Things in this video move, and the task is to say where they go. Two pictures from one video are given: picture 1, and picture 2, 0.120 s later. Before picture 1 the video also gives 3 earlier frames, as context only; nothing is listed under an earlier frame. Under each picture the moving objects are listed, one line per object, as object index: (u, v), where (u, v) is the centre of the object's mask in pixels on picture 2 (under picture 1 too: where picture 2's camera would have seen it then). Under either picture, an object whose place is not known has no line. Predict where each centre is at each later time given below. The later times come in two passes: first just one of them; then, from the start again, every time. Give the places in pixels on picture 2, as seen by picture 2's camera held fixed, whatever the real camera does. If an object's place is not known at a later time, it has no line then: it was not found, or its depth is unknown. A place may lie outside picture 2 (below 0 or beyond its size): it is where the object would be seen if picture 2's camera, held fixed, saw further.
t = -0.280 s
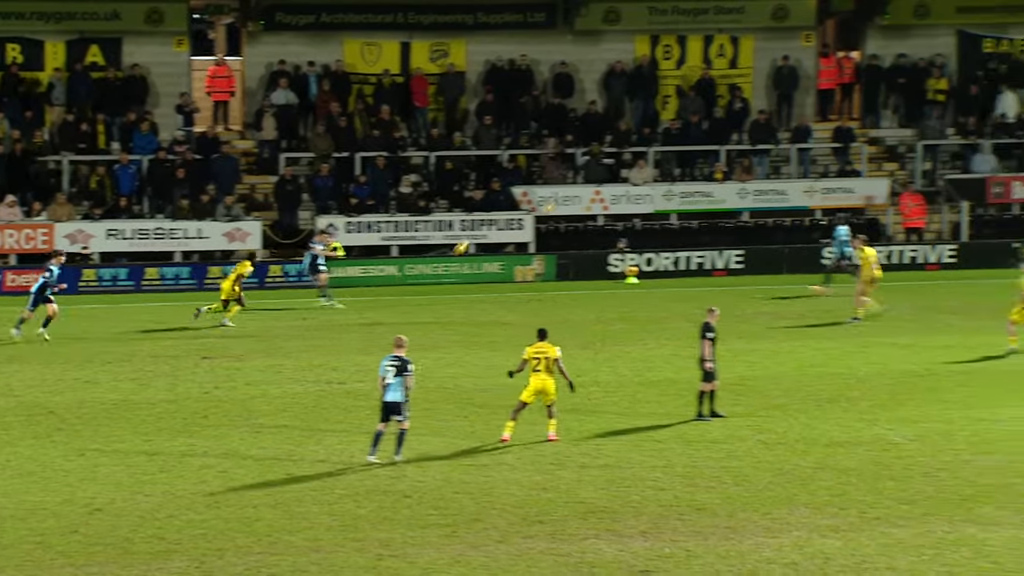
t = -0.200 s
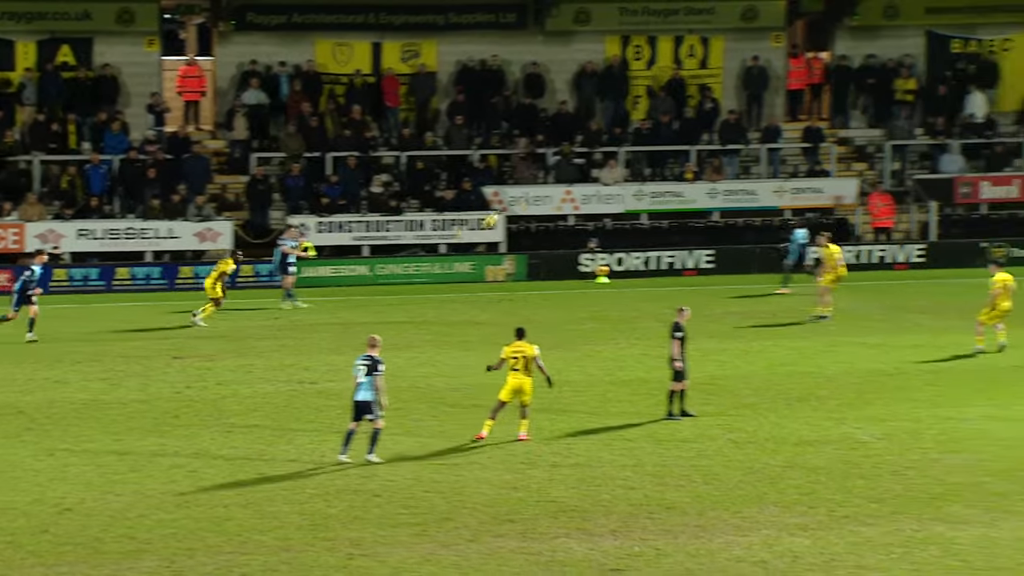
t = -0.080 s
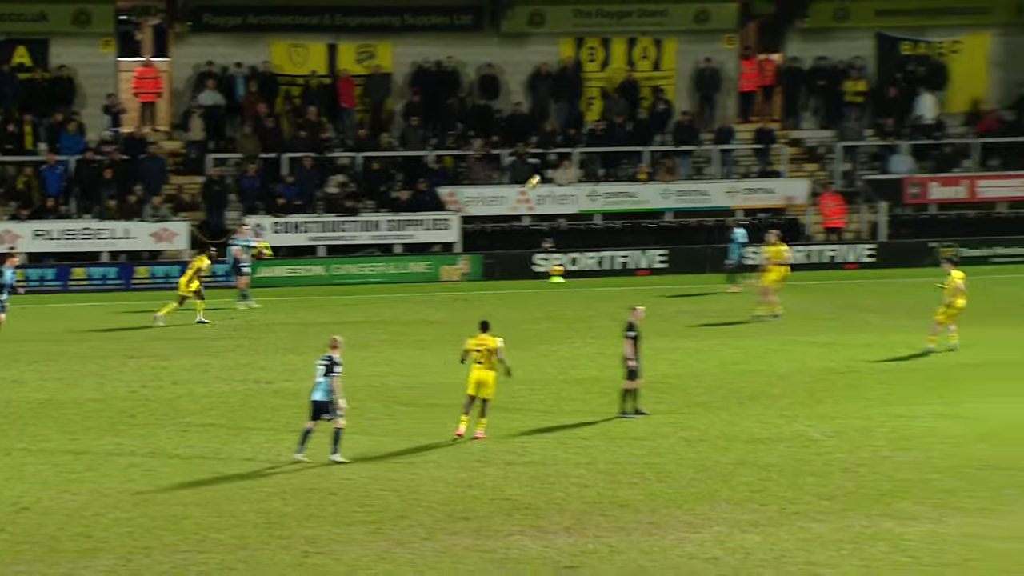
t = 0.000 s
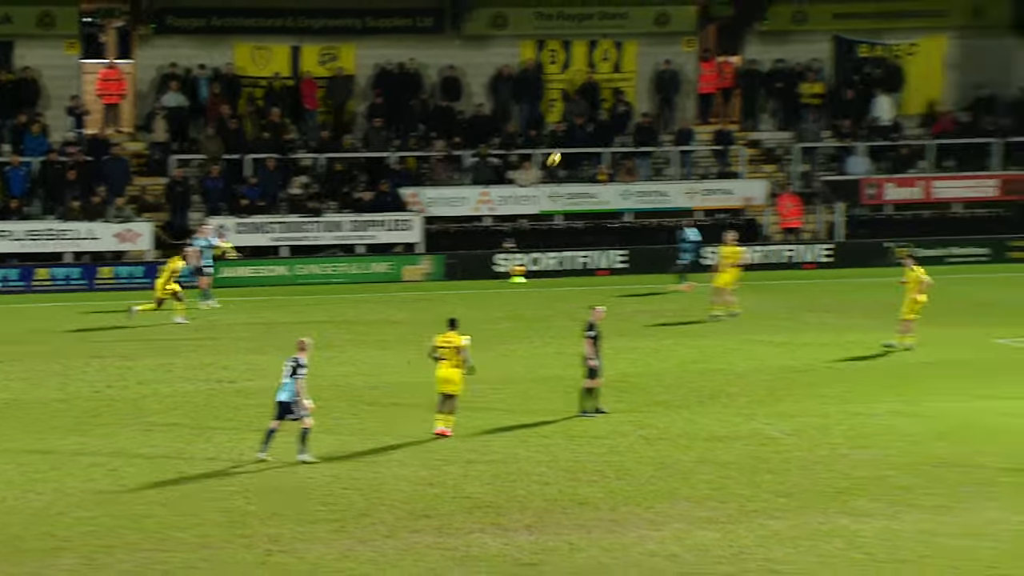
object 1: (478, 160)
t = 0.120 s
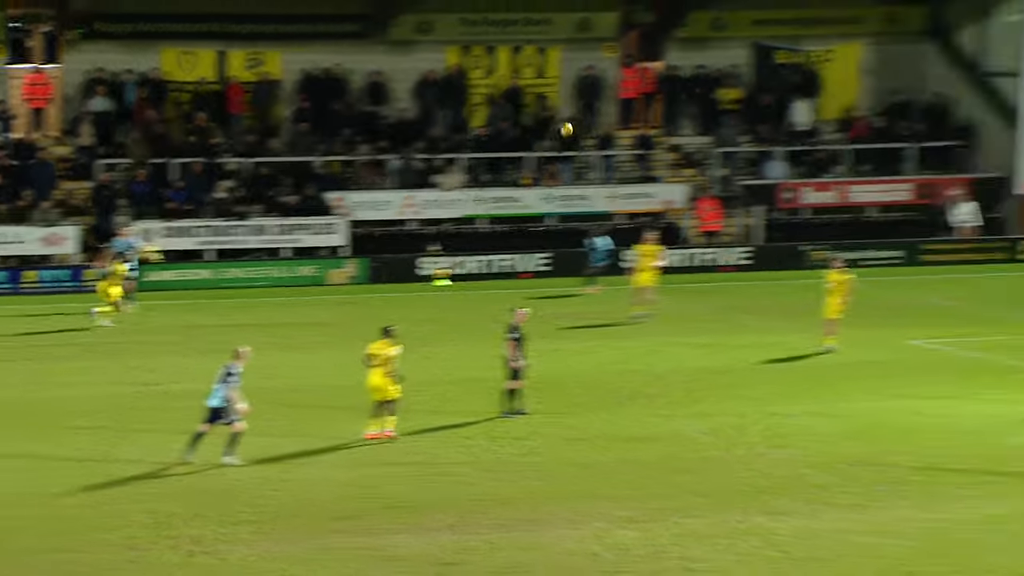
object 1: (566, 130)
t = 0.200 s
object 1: (626, 110)
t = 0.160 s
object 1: (596, 120)
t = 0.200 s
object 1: (626, 110)
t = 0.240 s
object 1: (656, 100)
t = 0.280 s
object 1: (686, 92)
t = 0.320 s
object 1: (716, 83)
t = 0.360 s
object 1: (747, 76)
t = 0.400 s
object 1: (777, 68)
